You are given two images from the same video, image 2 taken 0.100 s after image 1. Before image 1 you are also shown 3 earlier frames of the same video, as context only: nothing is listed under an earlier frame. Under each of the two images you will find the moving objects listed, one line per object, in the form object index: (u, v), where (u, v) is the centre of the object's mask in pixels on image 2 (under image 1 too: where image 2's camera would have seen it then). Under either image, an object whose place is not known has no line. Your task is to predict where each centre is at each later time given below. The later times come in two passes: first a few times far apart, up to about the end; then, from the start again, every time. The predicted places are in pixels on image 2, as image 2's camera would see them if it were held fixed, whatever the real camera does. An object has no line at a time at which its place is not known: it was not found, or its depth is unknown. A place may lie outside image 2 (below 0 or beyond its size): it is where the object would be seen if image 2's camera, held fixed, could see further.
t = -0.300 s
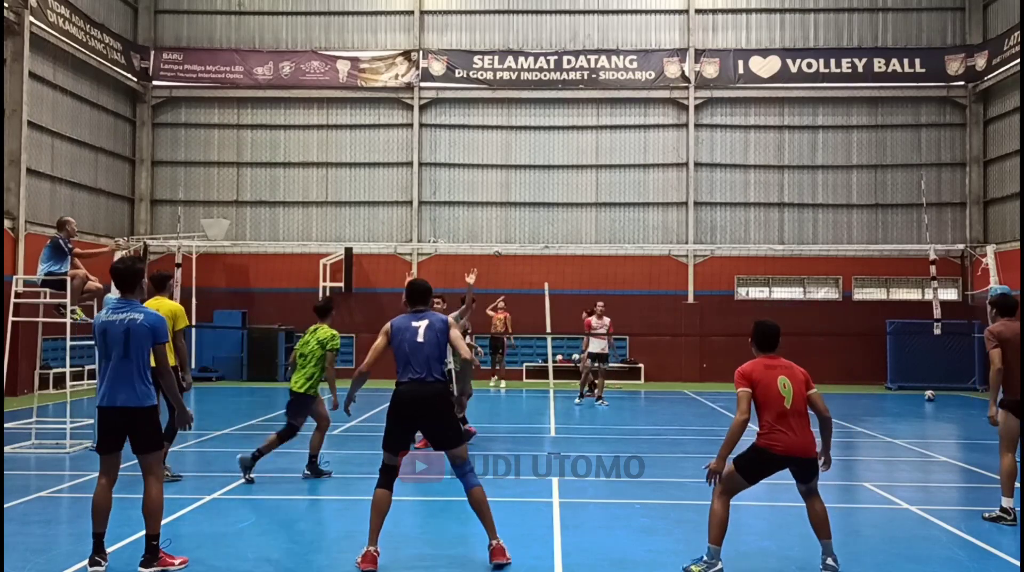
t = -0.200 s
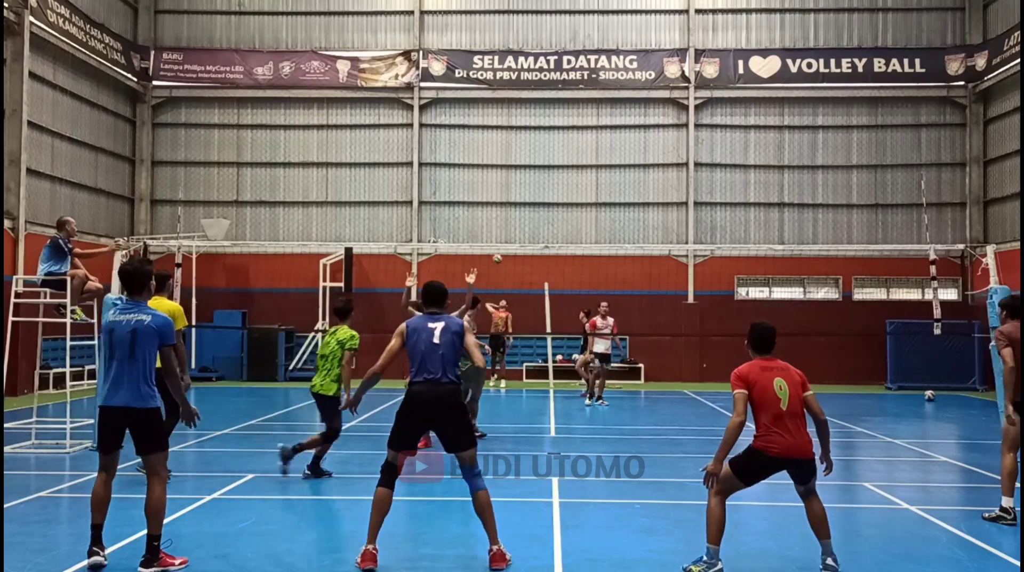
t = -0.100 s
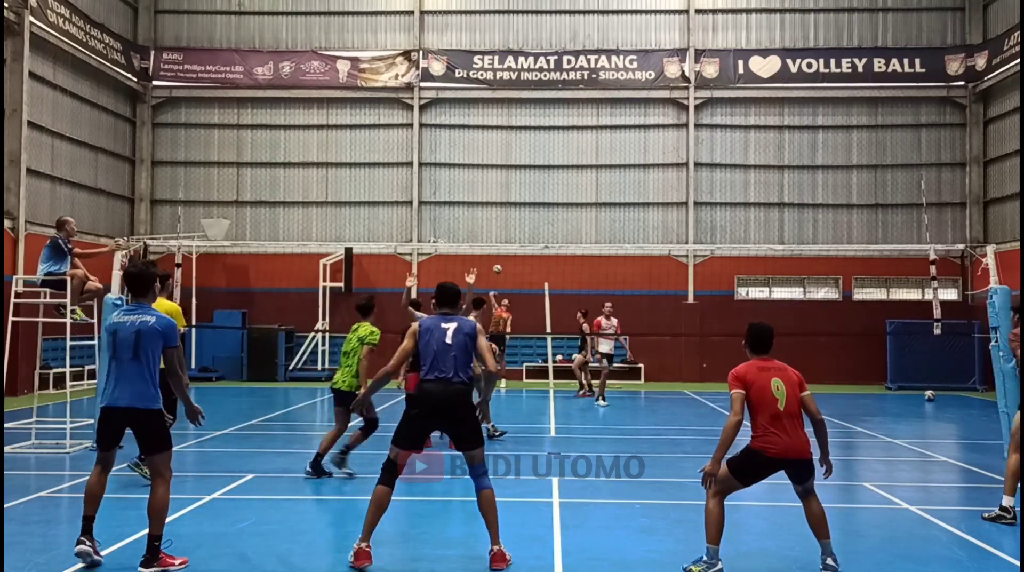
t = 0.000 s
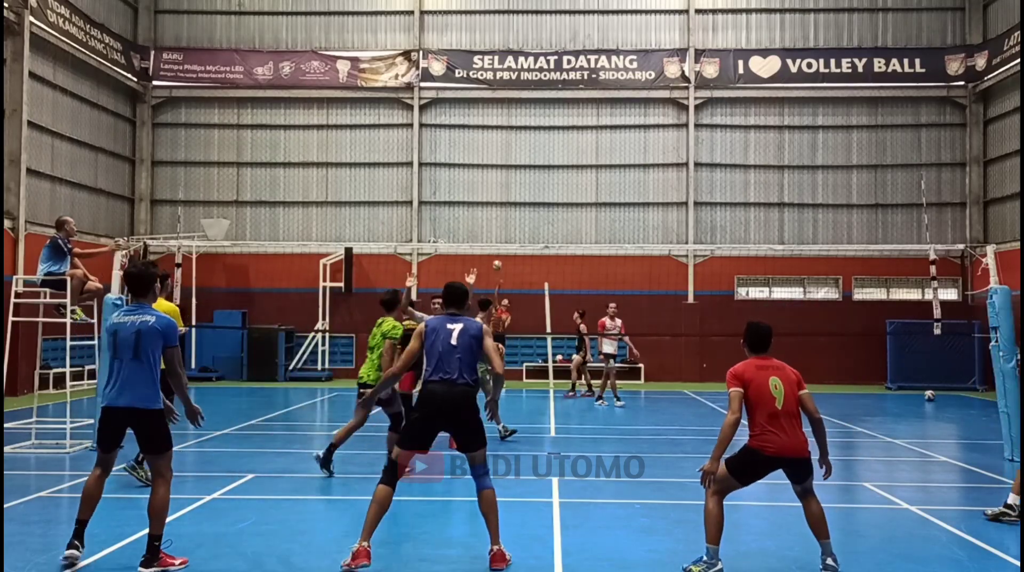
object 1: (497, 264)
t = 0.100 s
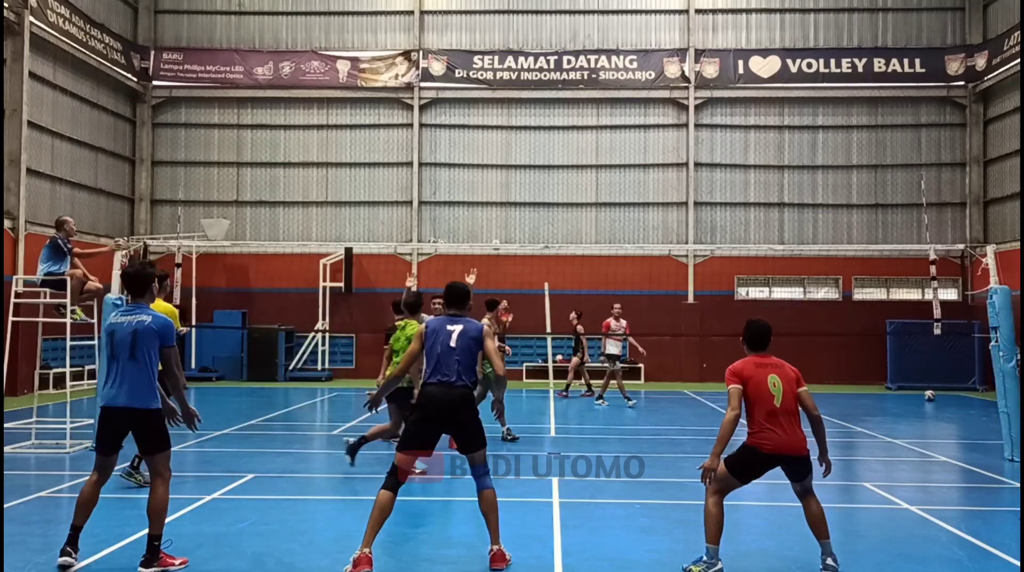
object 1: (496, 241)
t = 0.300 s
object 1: (494, 206)
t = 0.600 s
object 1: (493, 183)
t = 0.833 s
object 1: (495, 209)
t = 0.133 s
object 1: (496, 238)
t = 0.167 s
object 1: (496, 231)
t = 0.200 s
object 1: (495, 225)
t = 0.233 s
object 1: (495, 219)
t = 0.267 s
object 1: (495, 211)
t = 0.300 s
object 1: (494, 206)
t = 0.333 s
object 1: (494, 203)
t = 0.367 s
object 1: (495, 198)
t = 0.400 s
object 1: (494, 194)
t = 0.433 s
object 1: (493, 191)
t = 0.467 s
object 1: (493, 188)
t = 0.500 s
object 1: (492, 184)
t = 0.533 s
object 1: (492, 183)
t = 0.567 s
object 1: (492, 182)
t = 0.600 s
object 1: (493, 183)
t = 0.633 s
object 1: (493, 182)
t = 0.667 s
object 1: (494, 183)
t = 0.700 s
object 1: (494, 185)
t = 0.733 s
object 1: (495, 190)
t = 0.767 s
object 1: (495, 195)
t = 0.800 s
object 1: (495, 200)
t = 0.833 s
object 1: (495, 209)
